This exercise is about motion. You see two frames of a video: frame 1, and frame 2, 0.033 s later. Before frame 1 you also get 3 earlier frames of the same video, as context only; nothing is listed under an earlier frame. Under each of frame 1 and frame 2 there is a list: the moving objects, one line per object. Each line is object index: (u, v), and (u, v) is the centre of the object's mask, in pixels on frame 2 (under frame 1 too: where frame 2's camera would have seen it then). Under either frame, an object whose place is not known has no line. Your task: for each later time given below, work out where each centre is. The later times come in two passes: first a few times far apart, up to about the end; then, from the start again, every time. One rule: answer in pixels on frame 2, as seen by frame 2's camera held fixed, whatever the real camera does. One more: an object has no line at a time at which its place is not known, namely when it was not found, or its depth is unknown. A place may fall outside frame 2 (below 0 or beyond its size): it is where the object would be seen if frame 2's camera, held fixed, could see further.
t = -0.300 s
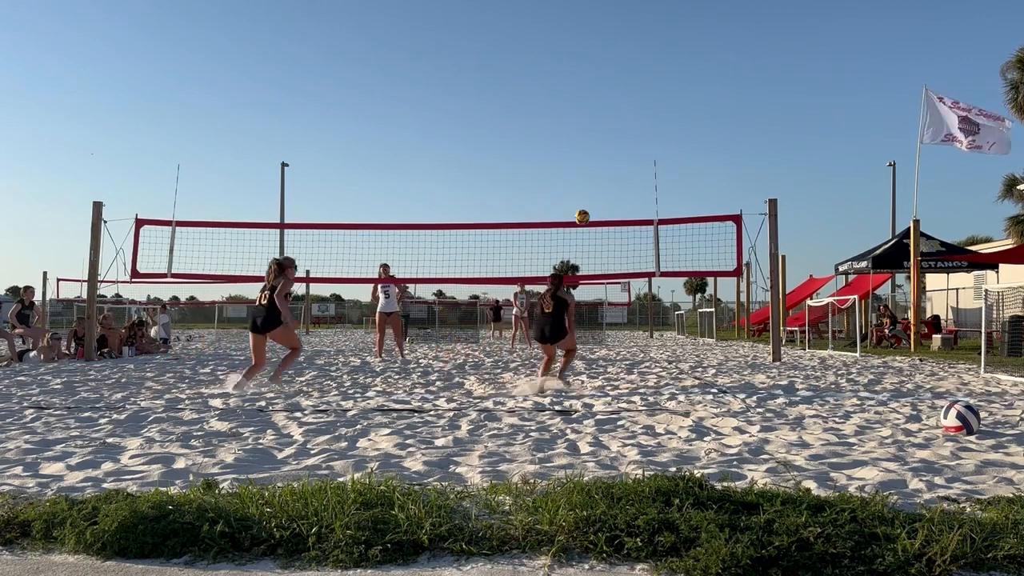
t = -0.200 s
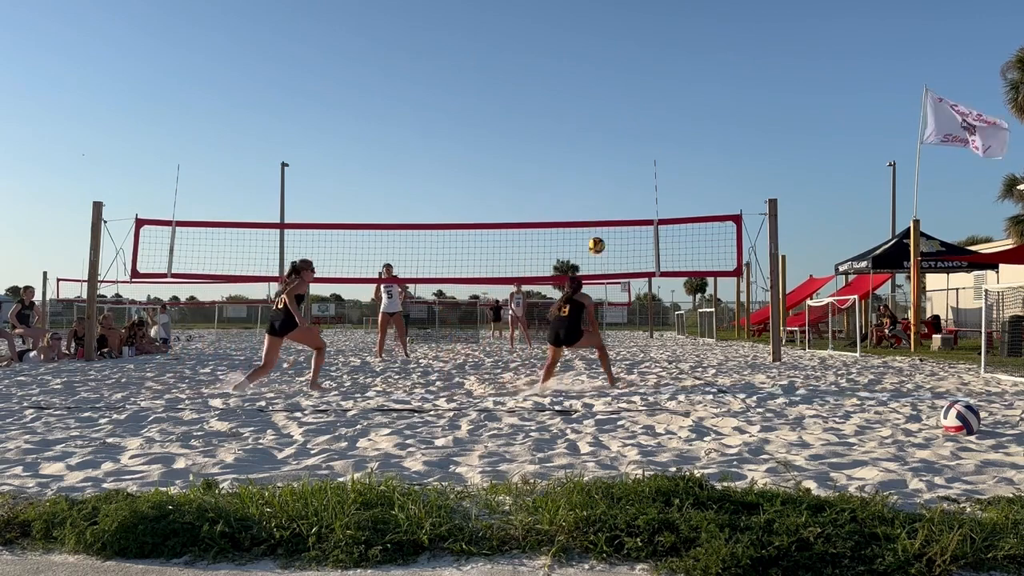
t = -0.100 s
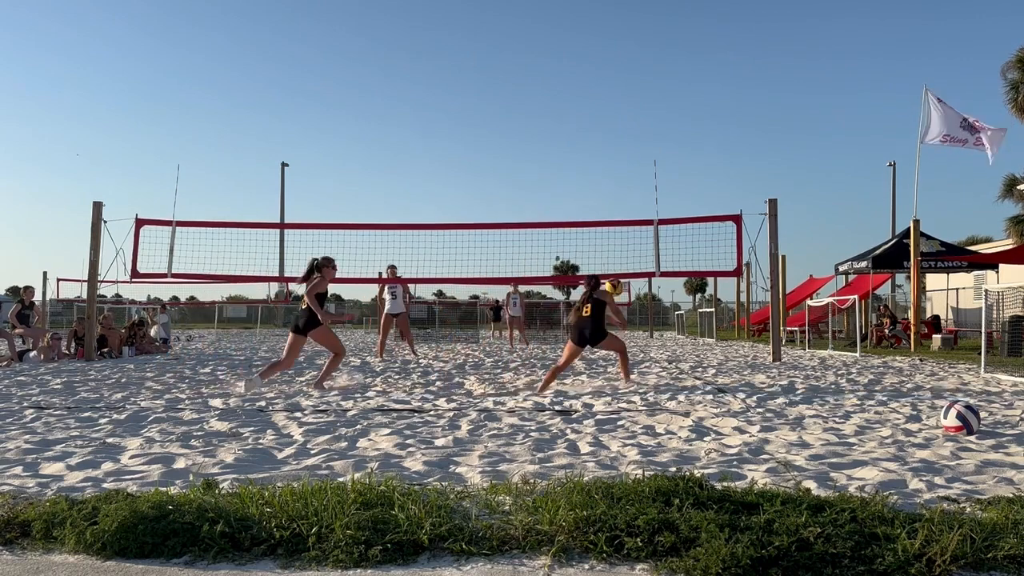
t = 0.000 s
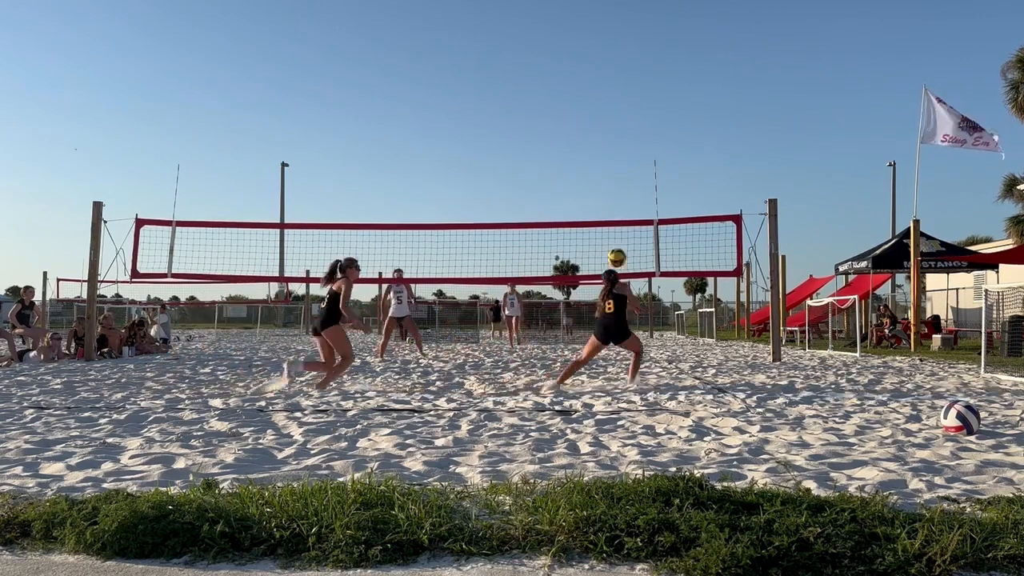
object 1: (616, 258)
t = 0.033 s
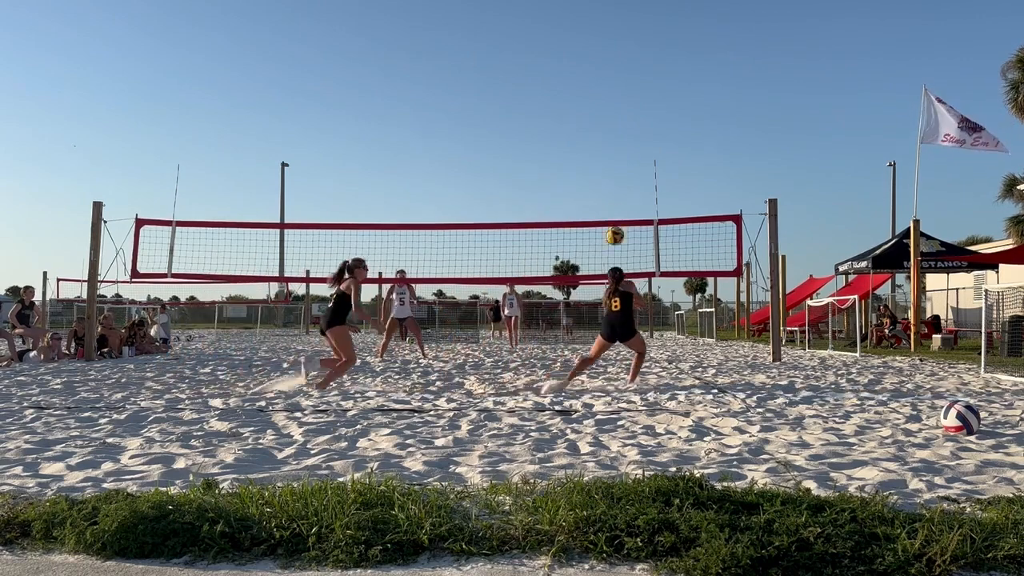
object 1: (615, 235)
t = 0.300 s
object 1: (602, 102)
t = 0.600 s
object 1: (593, 31)
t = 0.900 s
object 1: (587, 40)
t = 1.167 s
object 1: (586, 108)
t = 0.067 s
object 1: (613, 215)
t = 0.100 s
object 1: (611, 196)
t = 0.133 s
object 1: (610, 177)
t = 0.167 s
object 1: (608, 160)
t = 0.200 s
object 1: (607, 144)
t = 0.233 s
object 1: (605, 129)
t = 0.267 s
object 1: (604, 115)
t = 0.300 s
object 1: (602, 102)
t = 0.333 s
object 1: (601, 90)
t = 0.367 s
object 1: (600, 79)
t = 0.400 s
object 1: (599, 69)
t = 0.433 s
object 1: (598, 60)
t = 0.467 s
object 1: (597, 52)
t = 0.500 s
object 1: (596, 45)
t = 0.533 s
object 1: (595, 40)
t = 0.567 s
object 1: (593, 35)
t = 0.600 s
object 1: (593, 31)
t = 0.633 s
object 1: (592, 28)
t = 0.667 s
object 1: (591, 27)
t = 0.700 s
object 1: (590, 25)
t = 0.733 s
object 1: (589, 25)
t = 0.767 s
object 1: (589, 26)
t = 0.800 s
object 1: (589, 29)
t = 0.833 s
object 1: (588, 31)
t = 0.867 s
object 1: (587, 35)
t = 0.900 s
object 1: (587, 40)
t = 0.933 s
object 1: (587, 46)
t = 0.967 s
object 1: (587, 52)
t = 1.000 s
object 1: (586, 59)
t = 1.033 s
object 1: (586, 67)
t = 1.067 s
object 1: (586, 77)
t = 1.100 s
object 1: (586, 86)
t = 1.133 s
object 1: (586, 97)
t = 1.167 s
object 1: (586, 108)
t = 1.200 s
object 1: (586, 121)
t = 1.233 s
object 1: (586, 134)
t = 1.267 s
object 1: (586, 148)
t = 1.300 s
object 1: (586, 162)
